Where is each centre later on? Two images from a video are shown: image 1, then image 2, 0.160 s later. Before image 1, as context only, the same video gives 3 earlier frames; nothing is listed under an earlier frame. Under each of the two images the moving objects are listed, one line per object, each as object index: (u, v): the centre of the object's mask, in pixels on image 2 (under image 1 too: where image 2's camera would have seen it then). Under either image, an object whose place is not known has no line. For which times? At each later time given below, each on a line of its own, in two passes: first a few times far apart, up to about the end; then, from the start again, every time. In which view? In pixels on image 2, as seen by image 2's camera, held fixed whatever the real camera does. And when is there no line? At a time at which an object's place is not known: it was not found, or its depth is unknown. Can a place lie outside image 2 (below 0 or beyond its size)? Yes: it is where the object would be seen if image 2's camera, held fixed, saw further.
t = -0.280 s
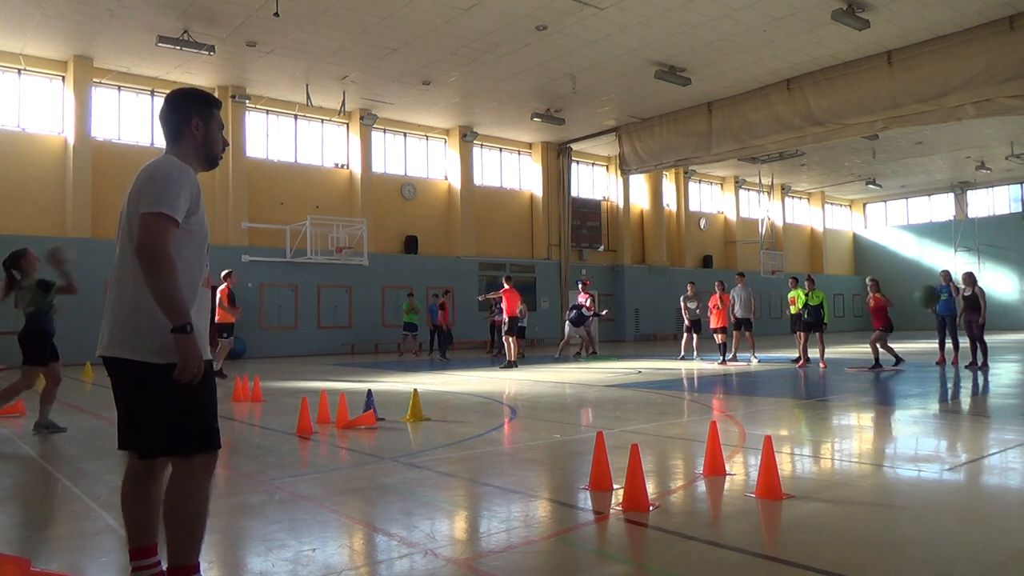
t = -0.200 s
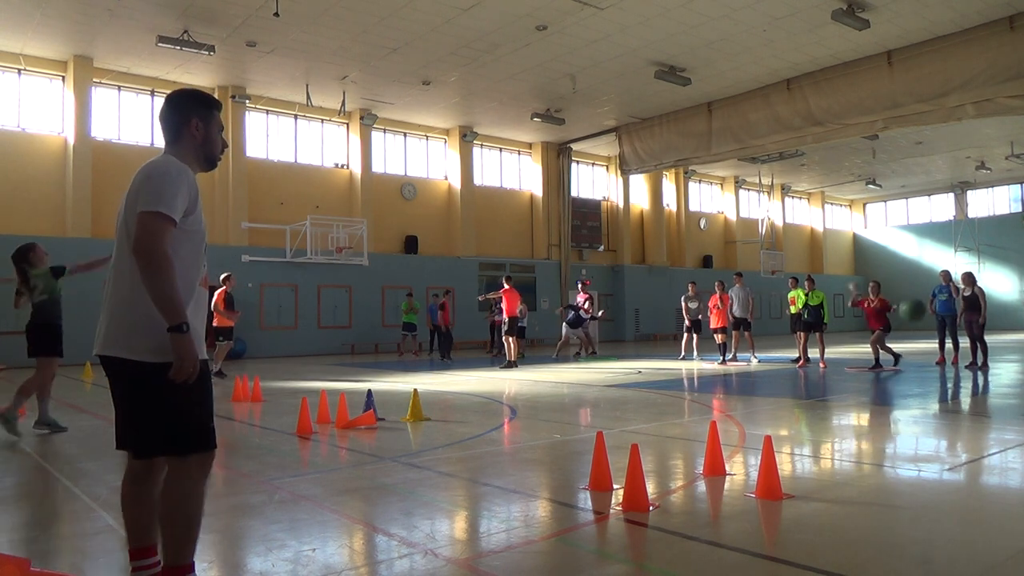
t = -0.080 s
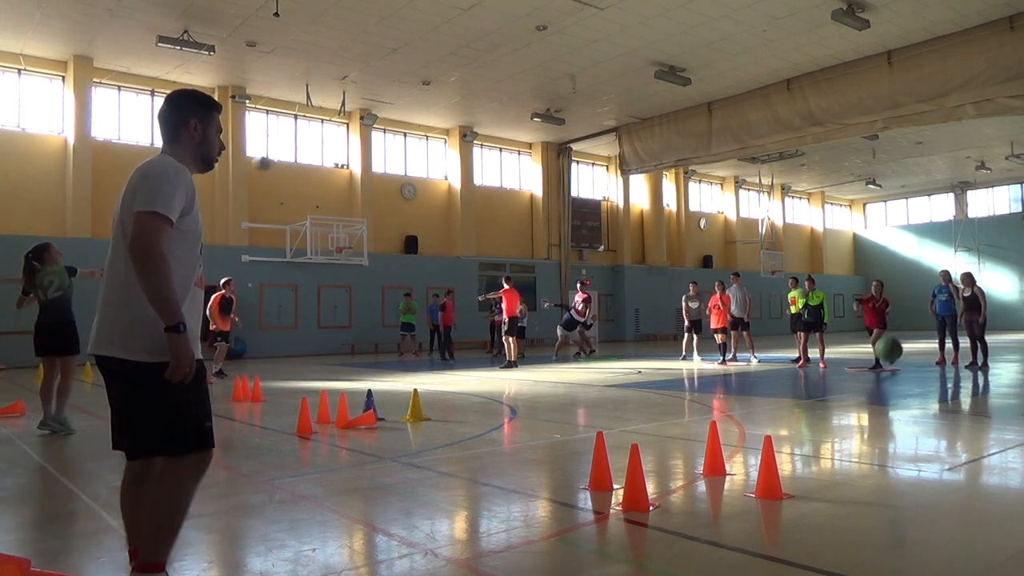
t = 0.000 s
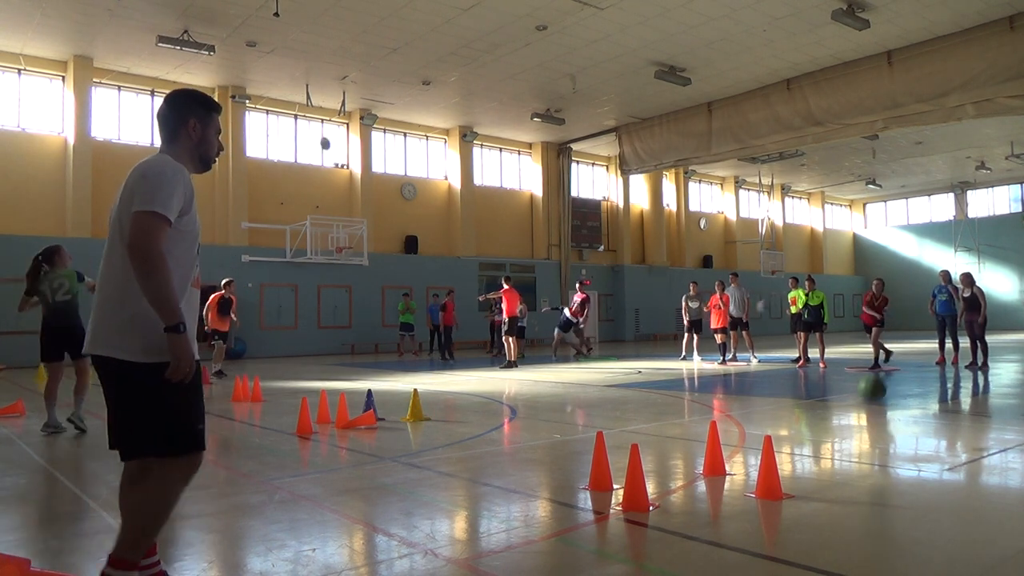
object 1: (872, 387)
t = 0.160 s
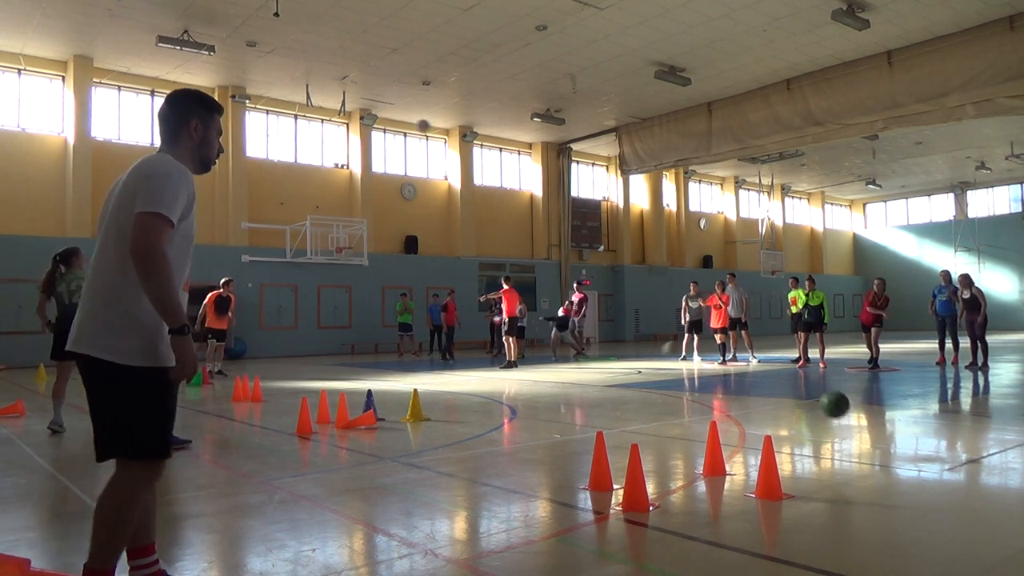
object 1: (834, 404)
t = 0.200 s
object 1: (825, 390)
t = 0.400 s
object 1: (768, 348)
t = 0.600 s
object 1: (702, 372)
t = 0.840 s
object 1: (608, 486)
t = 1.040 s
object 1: (539, 463)
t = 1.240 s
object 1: (463, 480)
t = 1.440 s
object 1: (385, 495)
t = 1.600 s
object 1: (322, 487)
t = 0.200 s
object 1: (825, 390)
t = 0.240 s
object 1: (813, 376)
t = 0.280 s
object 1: (802, 366)
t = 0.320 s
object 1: (791, 358)
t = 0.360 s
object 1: (779, 352)
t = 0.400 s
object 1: (768, 348)
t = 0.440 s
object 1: (757, 347)
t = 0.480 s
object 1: (744, 348)
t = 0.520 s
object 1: (730, 353)
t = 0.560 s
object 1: (717, 361)
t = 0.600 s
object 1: (702, 372)
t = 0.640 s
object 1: (689, 385)
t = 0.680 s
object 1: (674, 403)
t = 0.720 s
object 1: (658, 425)
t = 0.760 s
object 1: (645, 448)
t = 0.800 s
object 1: (617, 469)
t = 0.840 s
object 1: (608, 486)
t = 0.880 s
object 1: (597, 475)
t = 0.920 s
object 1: (583, 467)
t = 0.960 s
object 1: (569, 463)
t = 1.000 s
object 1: (554, 461)
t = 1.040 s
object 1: (539, 463)
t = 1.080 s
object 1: (524, 467)
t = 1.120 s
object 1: (509, 475)
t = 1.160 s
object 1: (493, 487)
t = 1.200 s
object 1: (478, 486)
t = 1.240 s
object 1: (463, 480)
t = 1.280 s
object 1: (447, 476)
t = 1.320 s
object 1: (432, 476)
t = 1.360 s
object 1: (417, 479)
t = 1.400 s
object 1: (401, 485)
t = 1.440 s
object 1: (385, 495)
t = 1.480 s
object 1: (369, 490)
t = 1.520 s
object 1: (353, 486)
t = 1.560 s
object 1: (338, 484)
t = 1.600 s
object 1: (322, 487)
